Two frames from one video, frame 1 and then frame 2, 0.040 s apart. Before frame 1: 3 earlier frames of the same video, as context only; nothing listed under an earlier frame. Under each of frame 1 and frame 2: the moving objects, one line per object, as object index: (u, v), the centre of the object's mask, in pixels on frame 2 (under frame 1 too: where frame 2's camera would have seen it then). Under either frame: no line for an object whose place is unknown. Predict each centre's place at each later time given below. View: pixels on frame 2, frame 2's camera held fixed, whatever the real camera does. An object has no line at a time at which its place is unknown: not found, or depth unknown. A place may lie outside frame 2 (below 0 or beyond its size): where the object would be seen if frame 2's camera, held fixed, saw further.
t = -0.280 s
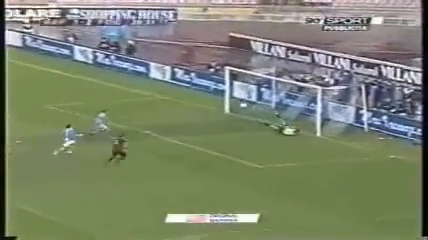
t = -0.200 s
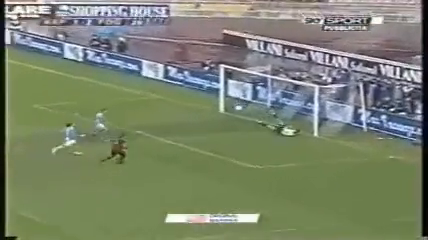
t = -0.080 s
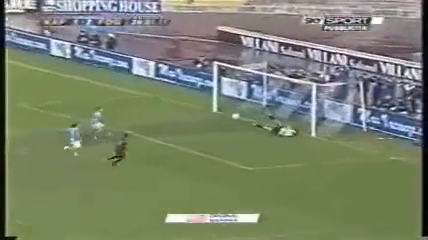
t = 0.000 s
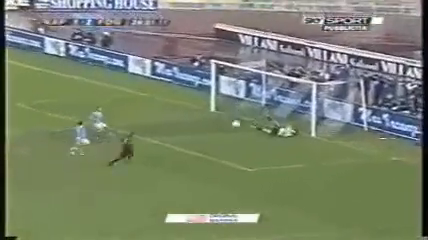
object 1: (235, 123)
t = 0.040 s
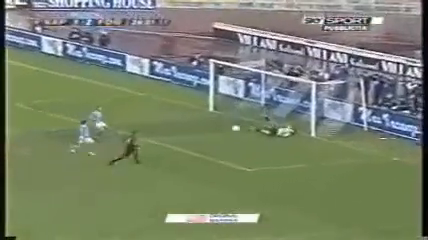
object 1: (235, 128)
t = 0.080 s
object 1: (236, 133)
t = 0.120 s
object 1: (236, 139)
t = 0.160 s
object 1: (236, 145)
